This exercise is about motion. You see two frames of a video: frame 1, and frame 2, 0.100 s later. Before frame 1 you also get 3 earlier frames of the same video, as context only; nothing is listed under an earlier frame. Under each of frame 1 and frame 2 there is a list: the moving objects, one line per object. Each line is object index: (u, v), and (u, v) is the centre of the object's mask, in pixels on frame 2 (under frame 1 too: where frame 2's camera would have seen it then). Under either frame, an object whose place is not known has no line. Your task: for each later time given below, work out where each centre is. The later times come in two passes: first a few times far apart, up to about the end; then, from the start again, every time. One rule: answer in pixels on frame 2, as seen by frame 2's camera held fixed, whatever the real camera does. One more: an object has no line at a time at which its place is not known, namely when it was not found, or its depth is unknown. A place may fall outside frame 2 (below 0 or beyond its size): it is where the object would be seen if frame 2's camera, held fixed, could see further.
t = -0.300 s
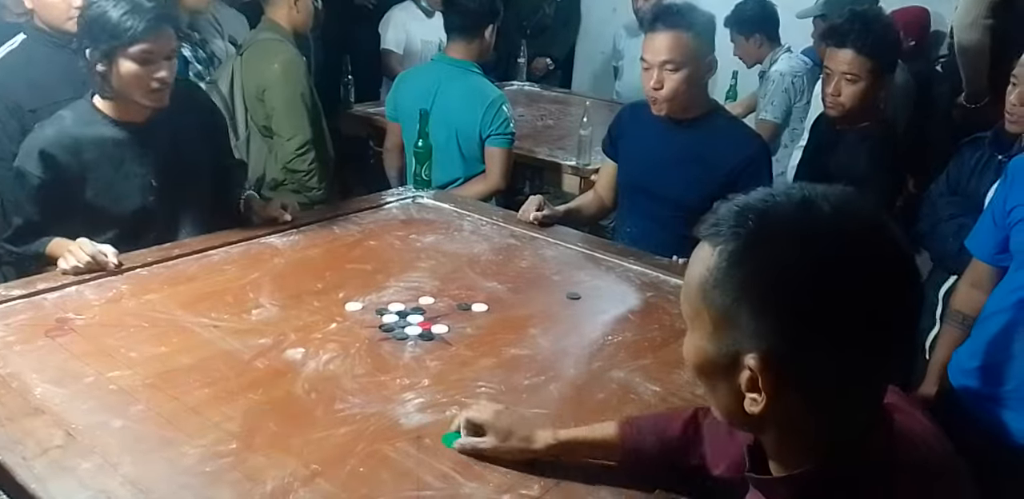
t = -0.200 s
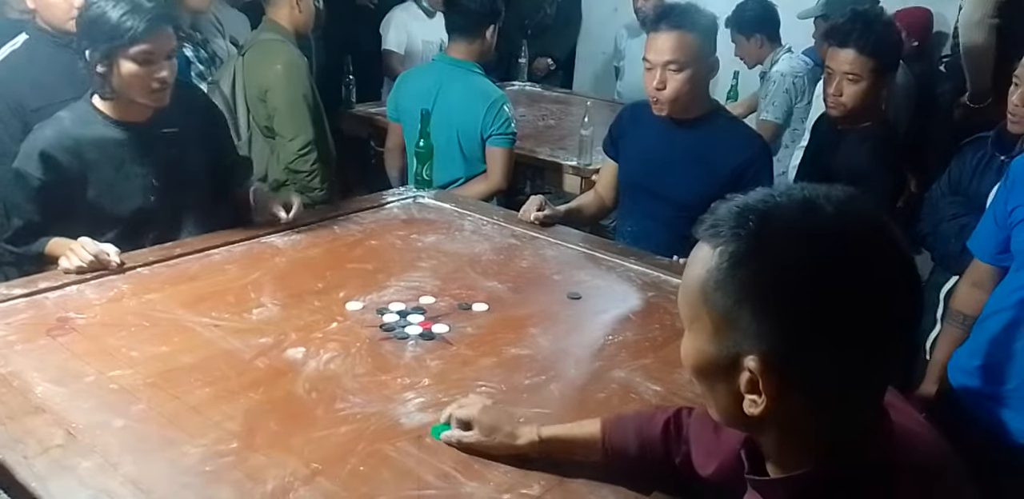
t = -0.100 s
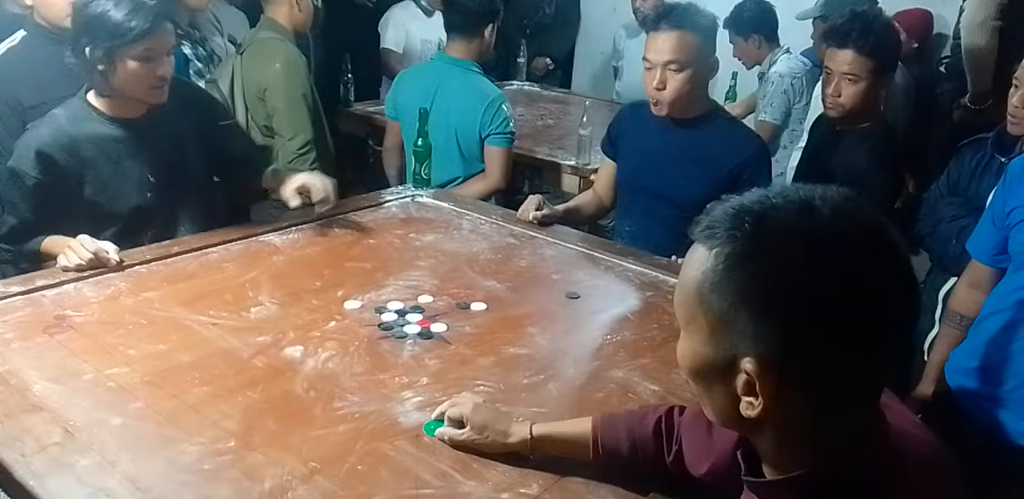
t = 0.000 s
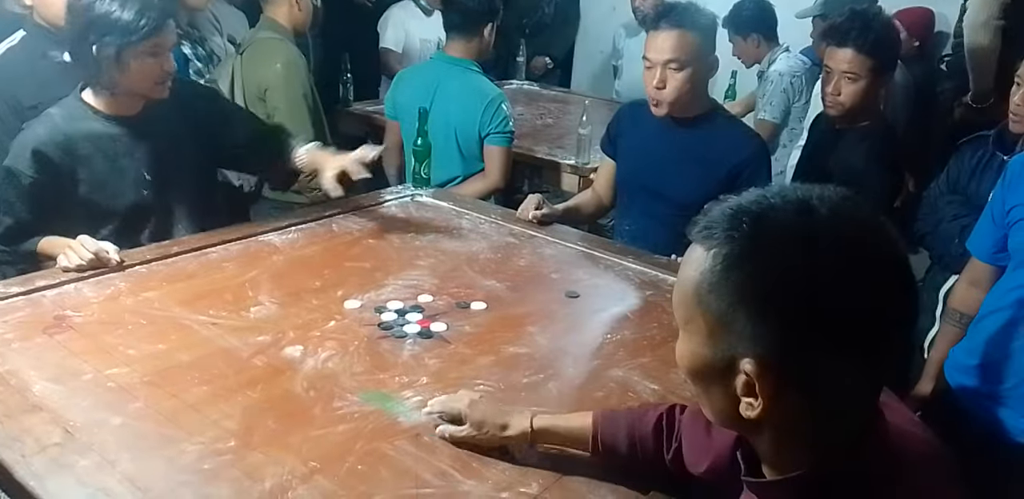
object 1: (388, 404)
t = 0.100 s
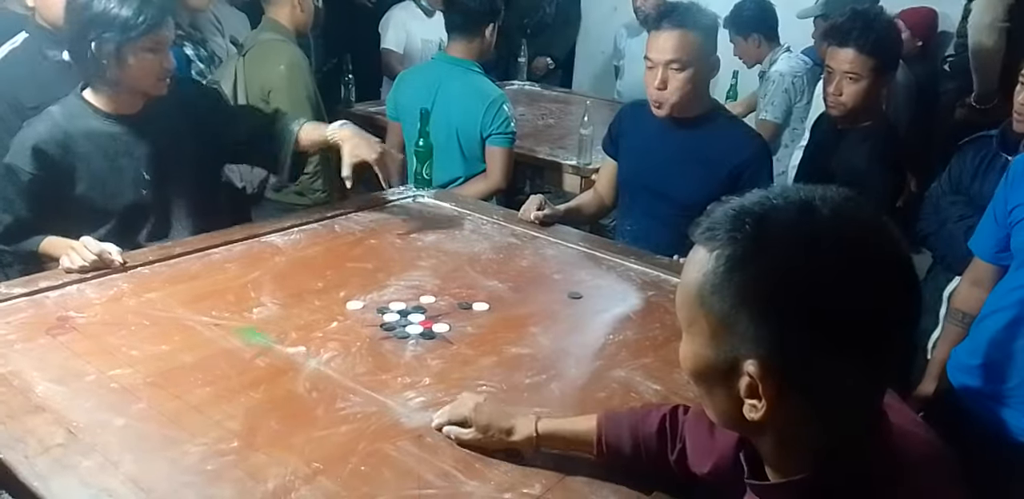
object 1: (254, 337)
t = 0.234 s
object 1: (135, 276)
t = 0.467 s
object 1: (281, 361)
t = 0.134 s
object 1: (217, 318)
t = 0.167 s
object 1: (182, 302)
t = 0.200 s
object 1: (152, 286)
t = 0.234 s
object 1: (135, 276)
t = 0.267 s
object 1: (153, 288)
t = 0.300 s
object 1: (172, 300)
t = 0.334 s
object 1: (194, 312)
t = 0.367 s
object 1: (214, 323)
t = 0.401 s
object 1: (235, 336)
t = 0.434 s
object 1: (258, 349)
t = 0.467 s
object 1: (281, 361)
